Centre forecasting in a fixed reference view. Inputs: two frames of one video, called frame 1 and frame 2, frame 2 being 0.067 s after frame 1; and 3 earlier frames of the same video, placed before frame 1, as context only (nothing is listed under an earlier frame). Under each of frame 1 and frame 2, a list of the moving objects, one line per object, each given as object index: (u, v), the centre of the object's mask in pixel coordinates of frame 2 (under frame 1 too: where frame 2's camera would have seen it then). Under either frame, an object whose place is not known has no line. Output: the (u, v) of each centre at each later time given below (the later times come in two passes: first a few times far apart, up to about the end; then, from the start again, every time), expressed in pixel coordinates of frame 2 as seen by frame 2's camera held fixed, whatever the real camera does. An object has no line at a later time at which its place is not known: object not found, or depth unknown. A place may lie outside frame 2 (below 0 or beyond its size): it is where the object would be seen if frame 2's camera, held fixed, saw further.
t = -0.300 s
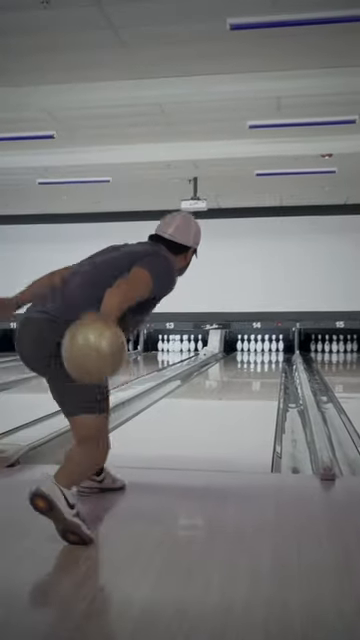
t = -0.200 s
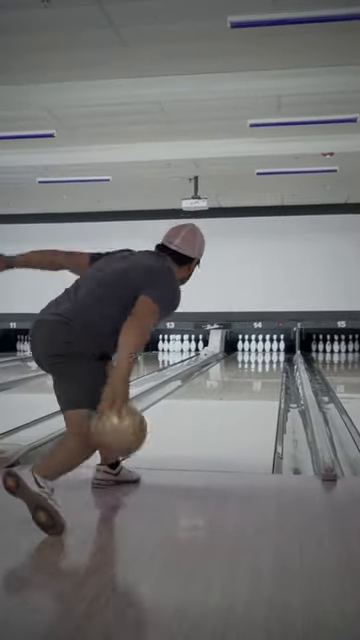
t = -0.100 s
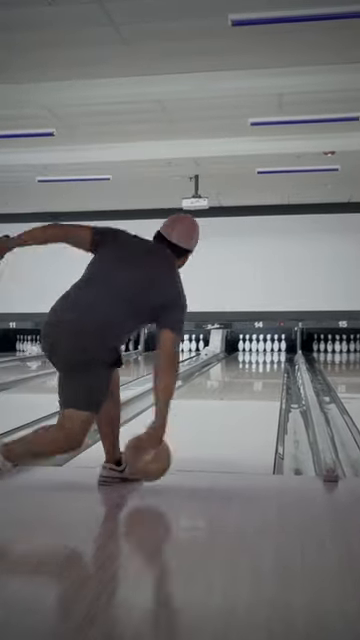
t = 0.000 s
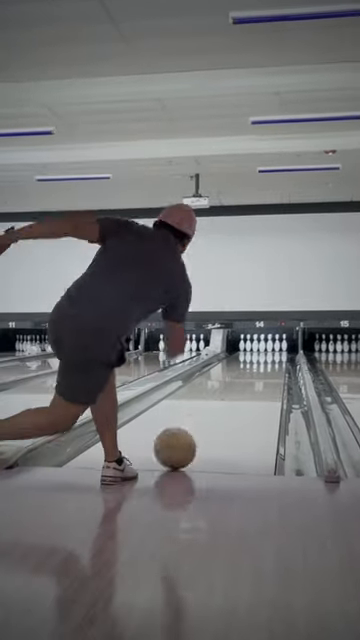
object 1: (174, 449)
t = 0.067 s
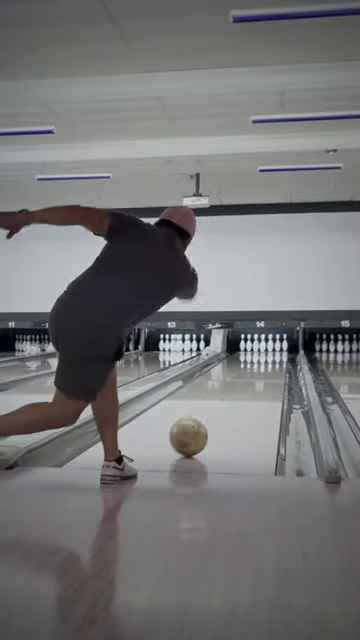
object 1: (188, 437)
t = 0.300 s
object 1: (219, 410)
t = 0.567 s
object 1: (243, 391)
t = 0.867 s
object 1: (255, 378)
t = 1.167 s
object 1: (265, 369)
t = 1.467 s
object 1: (273, 362)
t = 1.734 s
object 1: (277, 358)
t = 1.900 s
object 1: (277, 355)
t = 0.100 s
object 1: (193, 432)
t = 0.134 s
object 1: (199, 428)
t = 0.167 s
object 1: (204, 423)
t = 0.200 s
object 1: (208, 419)
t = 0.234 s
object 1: (212, 416)
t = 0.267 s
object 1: (216, 413)
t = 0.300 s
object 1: (219, 410)
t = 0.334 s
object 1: (223, 407)
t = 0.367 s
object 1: (226, 404)
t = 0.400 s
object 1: (229, 401)
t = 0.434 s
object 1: (232, 398)
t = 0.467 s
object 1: (234, 396)
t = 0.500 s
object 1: (236, 395)
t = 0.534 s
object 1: (238, 393)
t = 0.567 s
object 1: (243, 391)
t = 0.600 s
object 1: (242, 389)
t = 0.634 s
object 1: (244, 387)
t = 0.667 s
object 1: (245, 385)
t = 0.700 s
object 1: (248, 384)
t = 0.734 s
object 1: (249, 383)
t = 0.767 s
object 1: (251, 381)
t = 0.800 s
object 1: (253, 380)
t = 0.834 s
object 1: (255, 379)
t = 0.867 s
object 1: (255, 378)
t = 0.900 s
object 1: (257, 375)
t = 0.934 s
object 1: (258, 375)
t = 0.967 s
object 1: (259, 374)
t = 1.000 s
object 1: (260, 373)
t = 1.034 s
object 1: (262, 373)
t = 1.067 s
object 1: (263, 372)
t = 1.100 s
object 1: (263, 371)
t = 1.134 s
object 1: (265, 370)
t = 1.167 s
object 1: (265, 369)
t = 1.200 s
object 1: (267, 367)
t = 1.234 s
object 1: (266, 367)
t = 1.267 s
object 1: (268, 366)
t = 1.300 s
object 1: (269, 365)
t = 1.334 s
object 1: (270, 364)
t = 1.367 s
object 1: (271, 364)
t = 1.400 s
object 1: (271, 364)
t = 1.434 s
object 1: (272, 363)
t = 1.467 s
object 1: (273, 362)
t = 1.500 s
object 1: (274, 361)
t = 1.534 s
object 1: (274, 360)
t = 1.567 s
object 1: (275, 360)
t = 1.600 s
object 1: (275, 360)
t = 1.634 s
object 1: (276, 359)
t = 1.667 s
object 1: (276, 359)
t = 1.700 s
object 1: (277, 358)
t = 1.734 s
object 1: (277, 358)
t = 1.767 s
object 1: (277, 357)
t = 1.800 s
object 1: (278, 357)
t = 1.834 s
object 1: (277, 356)
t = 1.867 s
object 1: (277, 356)
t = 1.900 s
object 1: (277, 355)
